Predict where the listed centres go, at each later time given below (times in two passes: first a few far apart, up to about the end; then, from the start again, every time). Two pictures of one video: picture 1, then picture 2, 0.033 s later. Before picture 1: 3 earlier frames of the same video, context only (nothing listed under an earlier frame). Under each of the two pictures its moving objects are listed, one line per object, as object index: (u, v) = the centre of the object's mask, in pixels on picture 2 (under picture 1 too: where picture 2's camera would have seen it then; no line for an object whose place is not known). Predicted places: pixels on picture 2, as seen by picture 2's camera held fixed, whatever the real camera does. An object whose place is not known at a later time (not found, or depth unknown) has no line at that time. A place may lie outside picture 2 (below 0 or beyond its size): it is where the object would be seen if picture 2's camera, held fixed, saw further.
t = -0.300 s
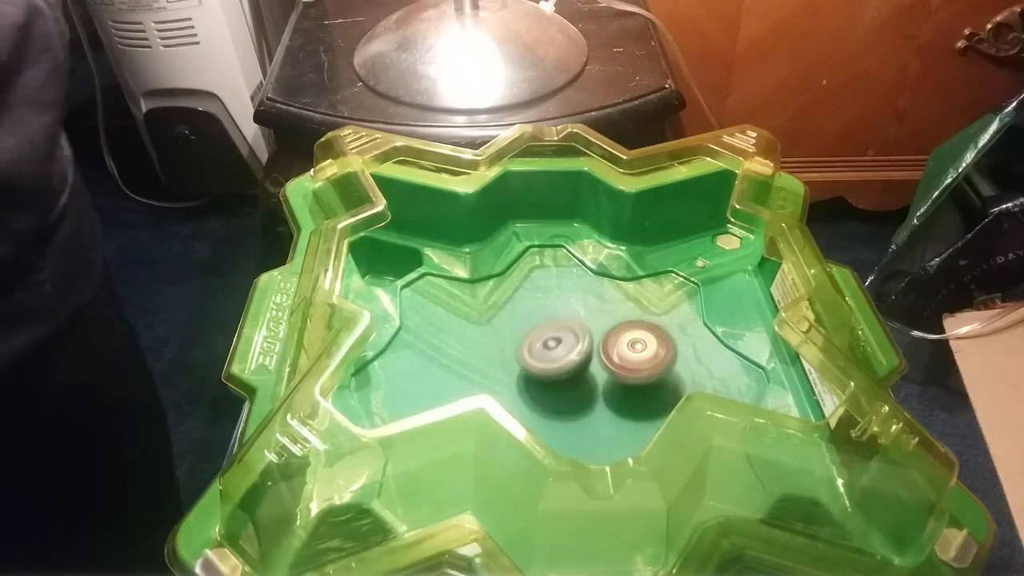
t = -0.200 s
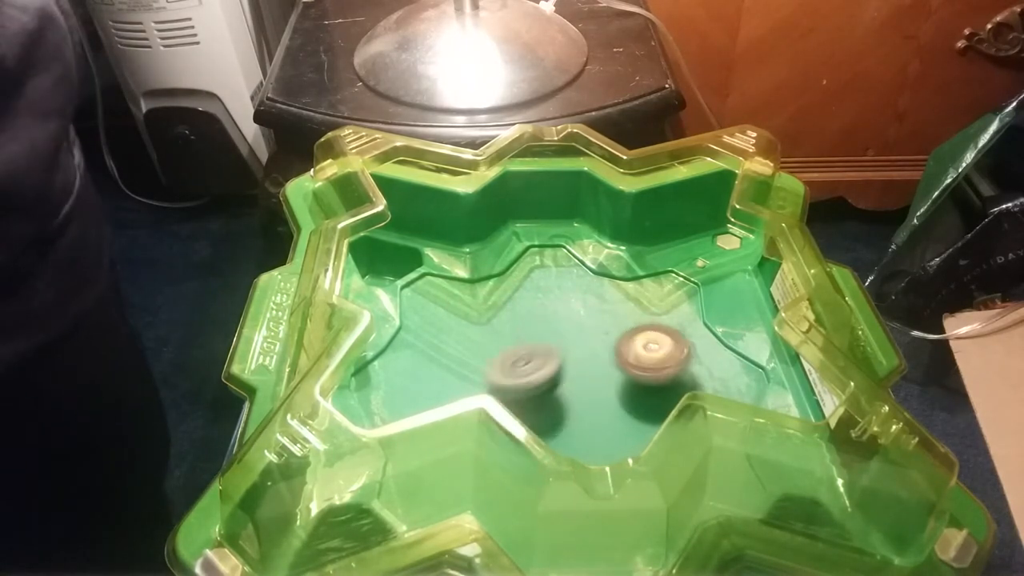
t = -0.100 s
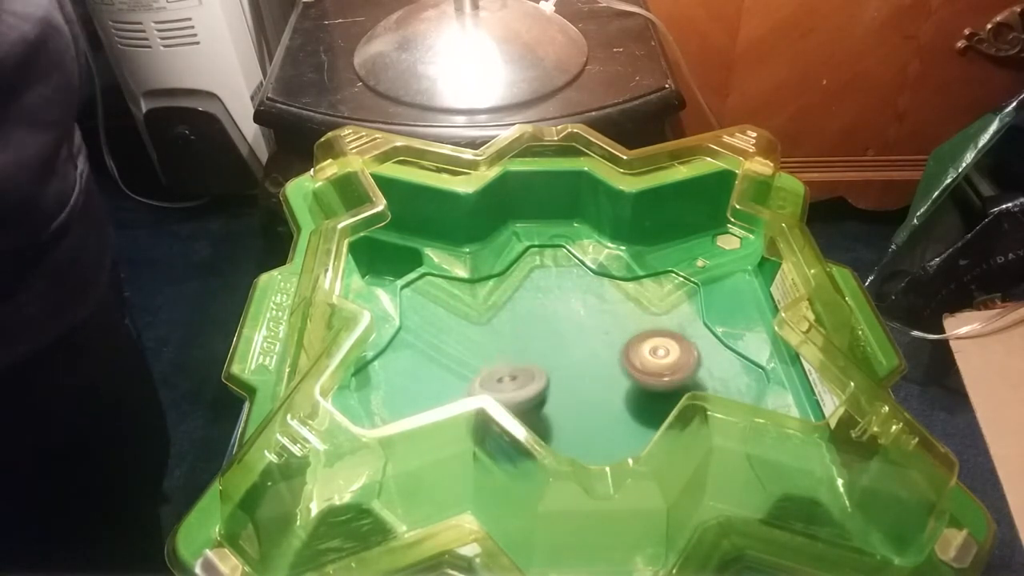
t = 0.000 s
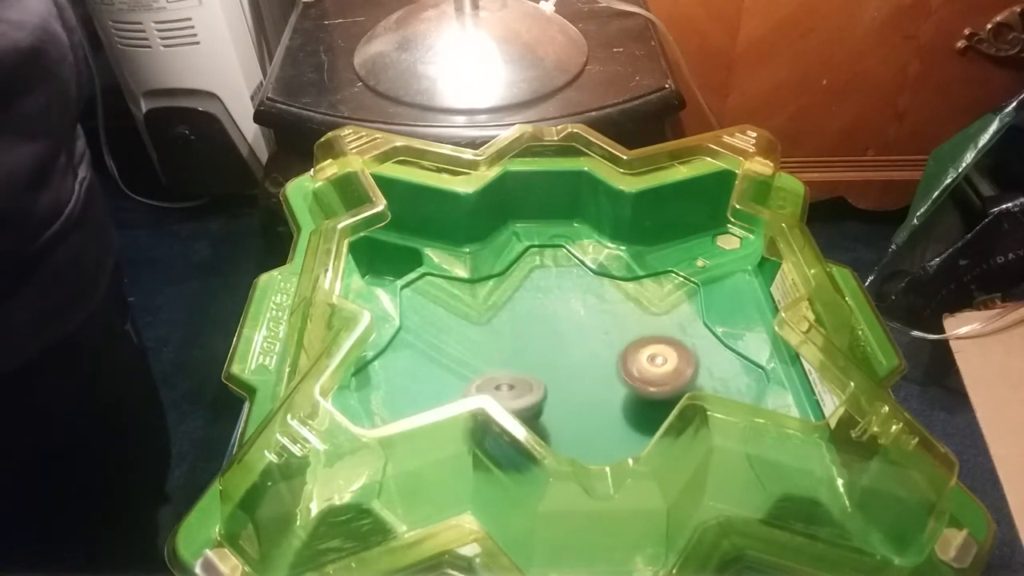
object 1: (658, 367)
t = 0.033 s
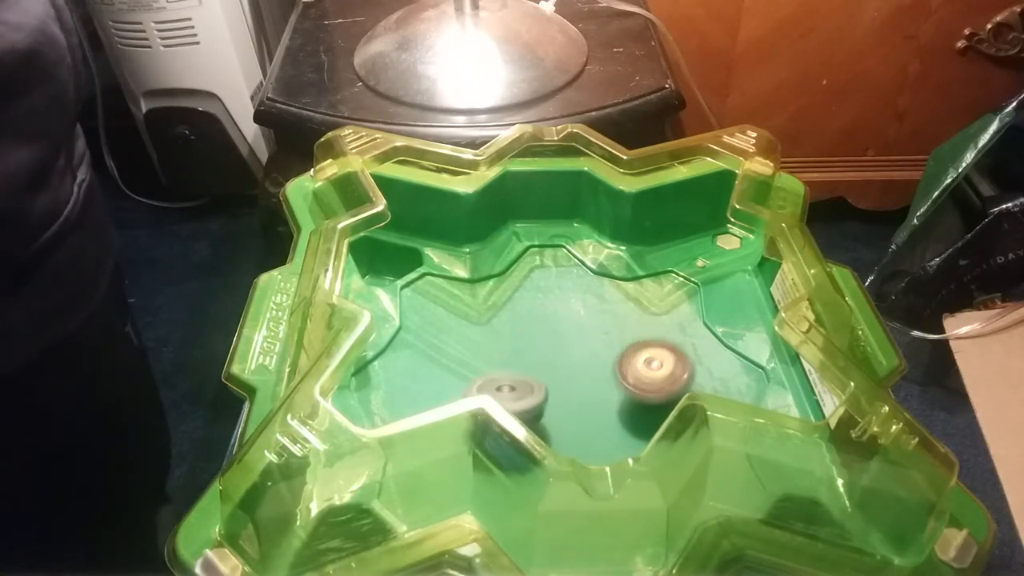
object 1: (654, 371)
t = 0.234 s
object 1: (608, 390)
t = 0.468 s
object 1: (612, 392)
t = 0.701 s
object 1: (656, 387)
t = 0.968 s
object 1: (661, 381)
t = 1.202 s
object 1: (647, 385)
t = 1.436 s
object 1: (637, 393)
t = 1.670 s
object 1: (632, 405)
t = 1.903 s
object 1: (628, 409)
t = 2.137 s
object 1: (611, 408)
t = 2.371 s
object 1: (636, 419)
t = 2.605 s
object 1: (638, 411)
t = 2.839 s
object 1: (609, 403)
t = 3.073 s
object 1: (588, 410)
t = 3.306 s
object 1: (586, 425)
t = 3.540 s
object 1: (597, 429)
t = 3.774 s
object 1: (604, 420)
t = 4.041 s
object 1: (611, 413)
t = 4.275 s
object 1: (578, 414)
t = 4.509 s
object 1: (582, 420)
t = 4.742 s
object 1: (602, 421)
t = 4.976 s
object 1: (590, 417)
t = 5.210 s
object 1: (593, 421)
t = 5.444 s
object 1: (589, 413)
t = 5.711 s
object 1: (584, 418)
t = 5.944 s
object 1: (584, 419)
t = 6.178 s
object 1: (584, 419)
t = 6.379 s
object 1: (587, 422)
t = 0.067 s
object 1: (649, 375)
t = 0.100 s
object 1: (644, 379)
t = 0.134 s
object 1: (635, 382)
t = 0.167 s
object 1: (625, 385)
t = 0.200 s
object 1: (618, 388)
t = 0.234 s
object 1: (608, 390)
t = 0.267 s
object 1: (603, 391)
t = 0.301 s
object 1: (604, 392)
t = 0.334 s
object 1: (603, 392)
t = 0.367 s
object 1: (602, 392)
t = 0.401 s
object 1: (601, 392)
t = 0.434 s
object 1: (602, 392)
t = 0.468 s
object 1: (612, 392)
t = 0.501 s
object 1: (622, 392)
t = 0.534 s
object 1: (629, 391)
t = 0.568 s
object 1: (638, 392)
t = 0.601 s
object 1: (645, 391)
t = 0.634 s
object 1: (649, 390)
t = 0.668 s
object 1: (653, 388)
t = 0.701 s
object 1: (656, 387)
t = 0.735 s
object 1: (657, 386)
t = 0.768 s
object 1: (658, 384)
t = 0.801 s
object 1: (656, 384)
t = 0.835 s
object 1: (654, 384)
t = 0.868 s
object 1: (651, 383)
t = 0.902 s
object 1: (651, 382)
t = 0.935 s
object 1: (658, 381)
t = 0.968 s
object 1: (661, 381)
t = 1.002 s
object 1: (661, 381)
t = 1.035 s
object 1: (660, 381)
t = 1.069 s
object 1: (660, 381)
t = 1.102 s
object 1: (659, 382)
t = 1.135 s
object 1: (656, 383)
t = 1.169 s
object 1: (653, 384)
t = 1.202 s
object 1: (647, 385)
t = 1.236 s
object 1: (640, 386)
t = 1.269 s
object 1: (636, 386)
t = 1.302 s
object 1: (637, 388)
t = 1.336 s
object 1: (640, 388)
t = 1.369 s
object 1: (638, 391)
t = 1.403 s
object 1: (637, 393)
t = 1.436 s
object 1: (637, 393)
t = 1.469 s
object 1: (635, 395)
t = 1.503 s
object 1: (632, 397)
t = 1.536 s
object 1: (628, 399)
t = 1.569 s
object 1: (623, 399)
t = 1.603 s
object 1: (627, 401)
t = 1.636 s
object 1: (630, 403)
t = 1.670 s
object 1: (632, 405)
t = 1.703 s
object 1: (633, 407)
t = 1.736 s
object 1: (633, 408)
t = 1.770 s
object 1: (633, 408)
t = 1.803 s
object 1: (632, 408)
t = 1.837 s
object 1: (630, 409)
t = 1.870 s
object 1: (629, 409)
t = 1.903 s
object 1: (628, 409)
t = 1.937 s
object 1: (624, 409)
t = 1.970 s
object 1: (620, 408)
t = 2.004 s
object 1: (613, 406)
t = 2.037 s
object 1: (612, 406)
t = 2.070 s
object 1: (612, 407)
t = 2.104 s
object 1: (612, 408)
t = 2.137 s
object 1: (611, 408)
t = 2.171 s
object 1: (609, 408)
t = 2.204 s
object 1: (608, 409)
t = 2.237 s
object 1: (619, 413)
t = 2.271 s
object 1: (626, 417)
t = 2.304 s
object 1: (629, 419)
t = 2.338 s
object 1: (632, 420)
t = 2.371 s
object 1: (636, 419)
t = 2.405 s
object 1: (640, 419)
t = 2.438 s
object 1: (642, 417)
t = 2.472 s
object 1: (642, 417)
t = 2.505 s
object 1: (643, 415)
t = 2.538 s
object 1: (642, 414)
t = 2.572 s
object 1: (641, 412)
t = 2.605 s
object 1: (638, 411)
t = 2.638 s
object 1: (636, 409)
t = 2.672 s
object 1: (633, 406)
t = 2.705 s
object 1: (625, 404)
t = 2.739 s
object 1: (625, 405)
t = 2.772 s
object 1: (622, 404)
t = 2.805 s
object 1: (614, 403)
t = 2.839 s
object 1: (609, 403)
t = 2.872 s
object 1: (604, 402)
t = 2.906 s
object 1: (602, 403)
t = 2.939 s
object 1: (598, 403)
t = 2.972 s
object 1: (592, 405)
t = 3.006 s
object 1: (590, 406)
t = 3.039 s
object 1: (589, 408)
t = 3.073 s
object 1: (588, 410)
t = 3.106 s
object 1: (587, 414)
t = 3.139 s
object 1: (589, 418)
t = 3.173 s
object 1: (588, 419)
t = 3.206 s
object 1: (589, 423)
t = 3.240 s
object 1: (589, 424)
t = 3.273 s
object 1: (588, 424)
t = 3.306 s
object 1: (586, 425)
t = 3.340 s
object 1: (586, 425)
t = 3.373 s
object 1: (588, 426)
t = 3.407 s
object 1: (591, 428)
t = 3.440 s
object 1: (590, 427)
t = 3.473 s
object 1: (588, 426)
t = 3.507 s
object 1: (591, 426)
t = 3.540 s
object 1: (597, 429)
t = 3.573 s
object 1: (598, 430)
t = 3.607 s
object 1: (599, 430)
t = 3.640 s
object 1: (601, 430)
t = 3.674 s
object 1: (602, 429)
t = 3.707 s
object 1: (603, 428)
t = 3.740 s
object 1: (605, 423)
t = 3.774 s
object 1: (604, 420)
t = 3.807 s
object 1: (608, 419)
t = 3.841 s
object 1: (617, 418)
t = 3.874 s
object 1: (618, 417)
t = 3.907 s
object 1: (615, 415)
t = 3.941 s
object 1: (612, 415)
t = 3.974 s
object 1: (609, 417)
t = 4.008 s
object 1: (611, 415)
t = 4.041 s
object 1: (611, 413)
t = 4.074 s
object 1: (606, 408)
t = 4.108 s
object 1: (598, 405)
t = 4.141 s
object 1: (593, 406)
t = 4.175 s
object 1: (588, 406)
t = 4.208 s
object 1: (582, 407)
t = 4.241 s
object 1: (579, 410)
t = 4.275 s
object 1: (578, 414)
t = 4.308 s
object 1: (578, 418)
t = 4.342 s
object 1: (577, 418)
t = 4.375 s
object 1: (578, 419)
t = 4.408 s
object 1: (574, 419)
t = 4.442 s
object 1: (576, 419)
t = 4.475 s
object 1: (576, 421)
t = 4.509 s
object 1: (582, 420)
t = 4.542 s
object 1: (589, 420)
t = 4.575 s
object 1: (592, 420)
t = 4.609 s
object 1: (590, 419)
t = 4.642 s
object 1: (589, 419)
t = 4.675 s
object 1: (592, 421)
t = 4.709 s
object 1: (598, 421)
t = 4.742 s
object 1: (602, 421)
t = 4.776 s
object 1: (597, 418)
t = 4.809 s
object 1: (592, 417)
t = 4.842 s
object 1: (588, 422)
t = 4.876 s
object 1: (588, 422)
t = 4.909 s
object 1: (590, 424)
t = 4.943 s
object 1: (593, 423)
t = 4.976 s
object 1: (590, 417)
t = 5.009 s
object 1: (589, 418)
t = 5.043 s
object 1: (590, 421)
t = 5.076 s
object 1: (593, 425)
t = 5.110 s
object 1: (598, 426)
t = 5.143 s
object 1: (597, 424)
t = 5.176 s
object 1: (595, 421)
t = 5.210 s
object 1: (593, 421)
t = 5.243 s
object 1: (589, 421)
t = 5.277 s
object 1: (588, 422)
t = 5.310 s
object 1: (589, 420)
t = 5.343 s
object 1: (587, 420)
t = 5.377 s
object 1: (587, 418)
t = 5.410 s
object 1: (588, 414)
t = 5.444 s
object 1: (589, 413)
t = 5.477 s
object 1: (585, 416)
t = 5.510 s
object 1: (583, 416)
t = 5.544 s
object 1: (583, 417)
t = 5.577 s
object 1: (584, 416)
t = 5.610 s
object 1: (584, 416)
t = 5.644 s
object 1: (585, 416)
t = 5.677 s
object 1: (586, 416)
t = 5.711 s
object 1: (584, 418)
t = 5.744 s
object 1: (583, 417)
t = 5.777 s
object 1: (582, 419)
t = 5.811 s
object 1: (585, 420)
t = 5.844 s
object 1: (586, 420)
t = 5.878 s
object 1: (586, 420)
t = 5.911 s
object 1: (585, 420)
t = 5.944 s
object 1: (584, 419)
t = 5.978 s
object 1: (583, 419)
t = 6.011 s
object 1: (582, 419)
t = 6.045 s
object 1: (582, 419)
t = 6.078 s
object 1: (582, 419)
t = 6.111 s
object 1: (582, 419)
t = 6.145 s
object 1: (583, 419)
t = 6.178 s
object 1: (584, 419)
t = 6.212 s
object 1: (585, 419)
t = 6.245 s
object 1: (585, 419)
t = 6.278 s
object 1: (587, 421)
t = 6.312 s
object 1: (588, 422)
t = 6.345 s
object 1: (588, 422)
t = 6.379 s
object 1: (587, 422)
